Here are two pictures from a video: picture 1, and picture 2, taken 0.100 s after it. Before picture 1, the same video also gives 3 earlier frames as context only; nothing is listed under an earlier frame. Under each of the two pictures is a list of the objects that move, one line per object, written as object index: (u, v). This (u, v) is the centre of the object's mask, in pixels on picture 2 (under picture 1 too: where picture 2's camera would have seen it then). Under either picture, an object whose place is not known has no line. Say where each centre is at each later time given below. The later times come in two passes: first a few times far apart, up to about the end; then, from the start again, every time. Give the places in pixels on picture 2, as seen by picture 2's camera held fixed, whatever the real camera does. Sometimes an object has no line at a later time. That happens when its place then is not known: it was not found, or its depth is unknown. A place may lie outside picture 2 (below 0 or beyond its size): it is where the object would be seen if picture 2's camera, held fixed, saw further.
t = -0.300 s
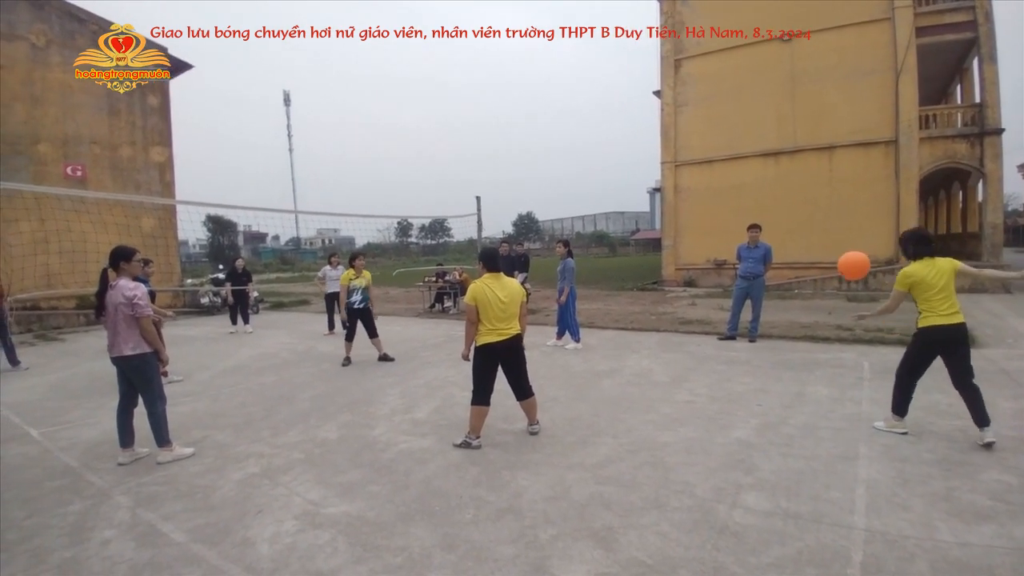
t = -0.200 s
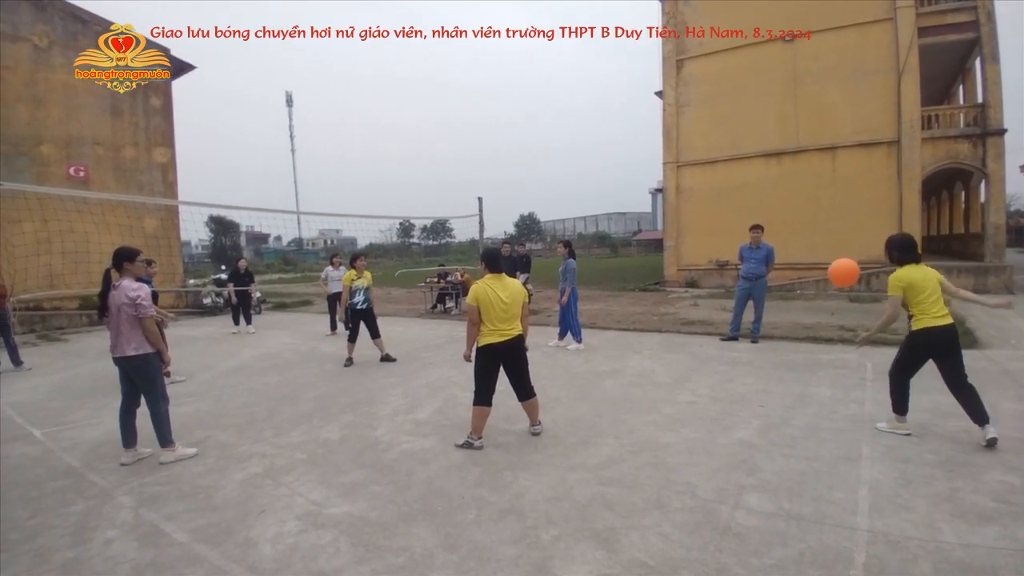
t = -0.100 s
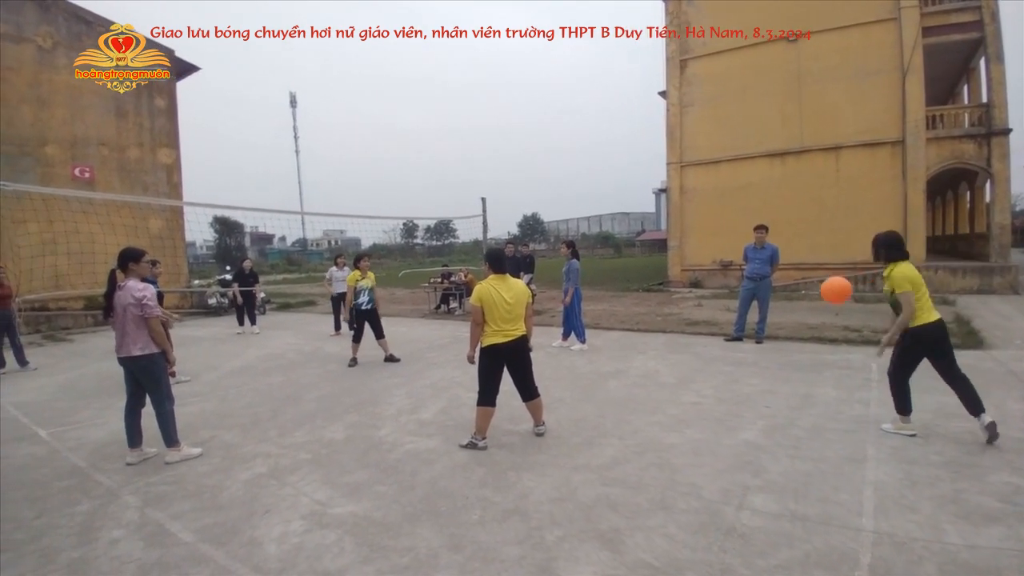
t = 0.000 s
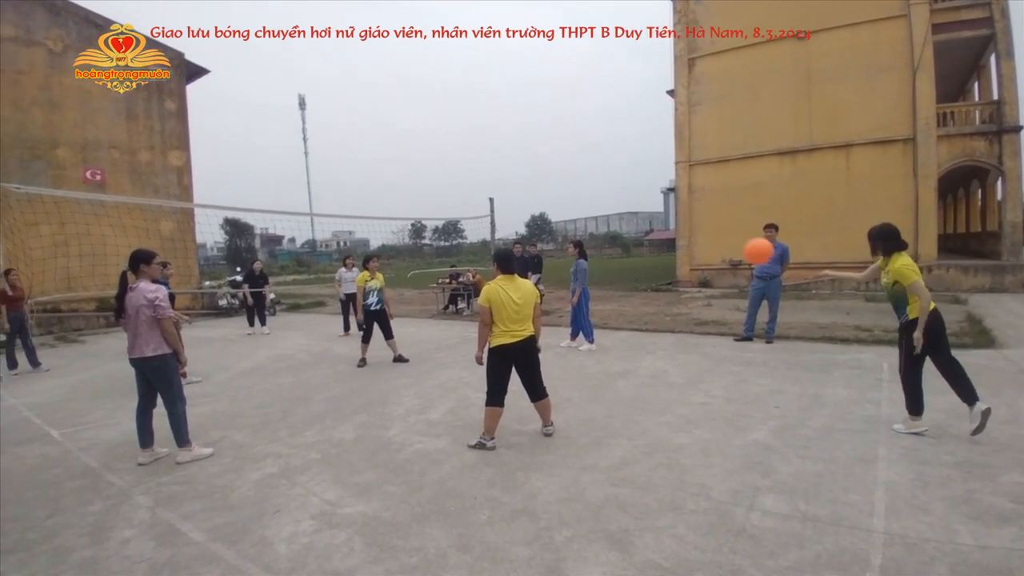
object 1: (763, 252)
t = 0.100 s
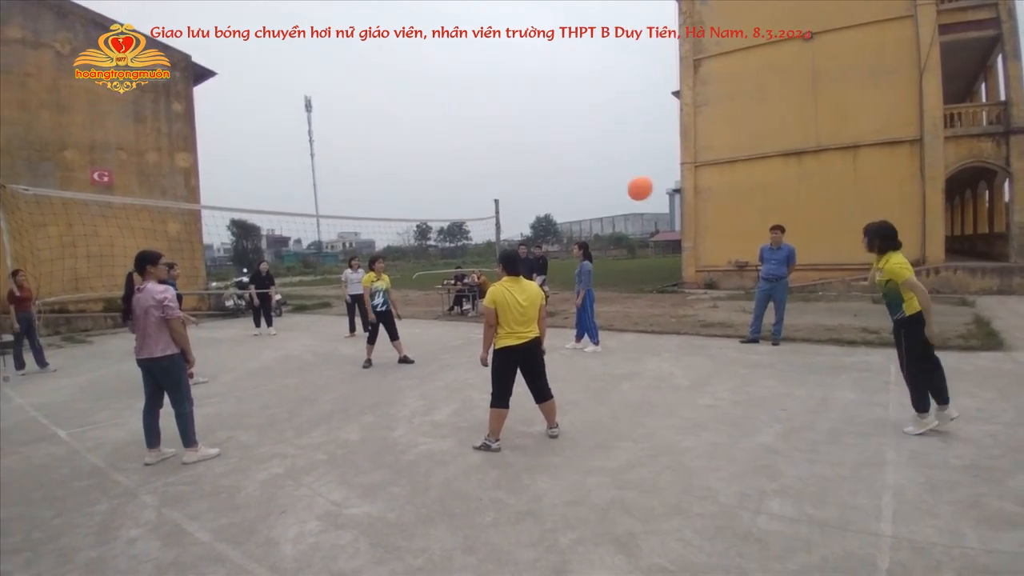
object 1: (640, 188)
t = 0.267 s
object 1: (480, 122)
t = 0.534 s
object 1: (308, 91)
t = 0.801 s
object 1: (198, 123)
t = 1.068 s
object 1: (129, 192)
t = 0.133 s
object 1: (604, 171)
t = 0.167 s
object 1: (570, 156)
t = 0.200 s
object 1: (538, 143)
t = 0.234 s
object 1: (508, 132)
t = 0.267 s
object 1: (480, 122)
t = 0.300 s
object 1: (454, 114)
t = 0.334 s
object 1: (429, 107)
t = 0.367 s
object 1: (406, 102)
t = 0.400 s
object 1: (384, 97)
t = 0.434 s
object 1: (363, 94)
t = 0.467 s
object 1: (343, 91)
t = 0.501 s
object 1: (324, 90)
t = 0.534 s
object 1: (308, 91)
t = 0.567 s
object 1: (290, 91)
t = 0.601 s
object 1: (274, 93)
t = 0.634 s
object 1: (259, 96)
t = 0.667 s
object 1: (246, 100)
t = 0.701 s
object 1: (233, 104)
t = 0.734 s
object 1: (221, 109)
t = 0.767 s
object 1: (210, 116)
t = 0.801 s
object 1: (198, 123)
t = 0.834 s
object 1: (188, 130)
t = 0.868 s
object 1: (178, 137)
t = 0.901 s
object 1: (169, 145)
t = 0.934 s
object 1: (160, 154)
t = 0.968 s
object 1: (151, 163)
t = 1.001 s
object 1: (143, 172)
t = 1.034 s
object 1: (135, 182)
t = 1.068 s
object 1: (129, 192)
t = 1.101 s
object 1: (121, 202)
